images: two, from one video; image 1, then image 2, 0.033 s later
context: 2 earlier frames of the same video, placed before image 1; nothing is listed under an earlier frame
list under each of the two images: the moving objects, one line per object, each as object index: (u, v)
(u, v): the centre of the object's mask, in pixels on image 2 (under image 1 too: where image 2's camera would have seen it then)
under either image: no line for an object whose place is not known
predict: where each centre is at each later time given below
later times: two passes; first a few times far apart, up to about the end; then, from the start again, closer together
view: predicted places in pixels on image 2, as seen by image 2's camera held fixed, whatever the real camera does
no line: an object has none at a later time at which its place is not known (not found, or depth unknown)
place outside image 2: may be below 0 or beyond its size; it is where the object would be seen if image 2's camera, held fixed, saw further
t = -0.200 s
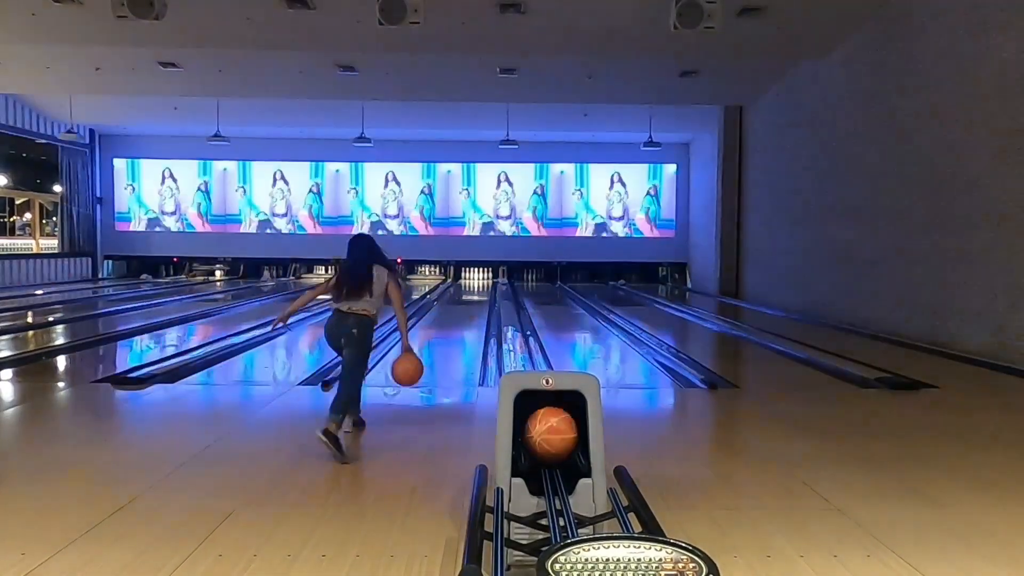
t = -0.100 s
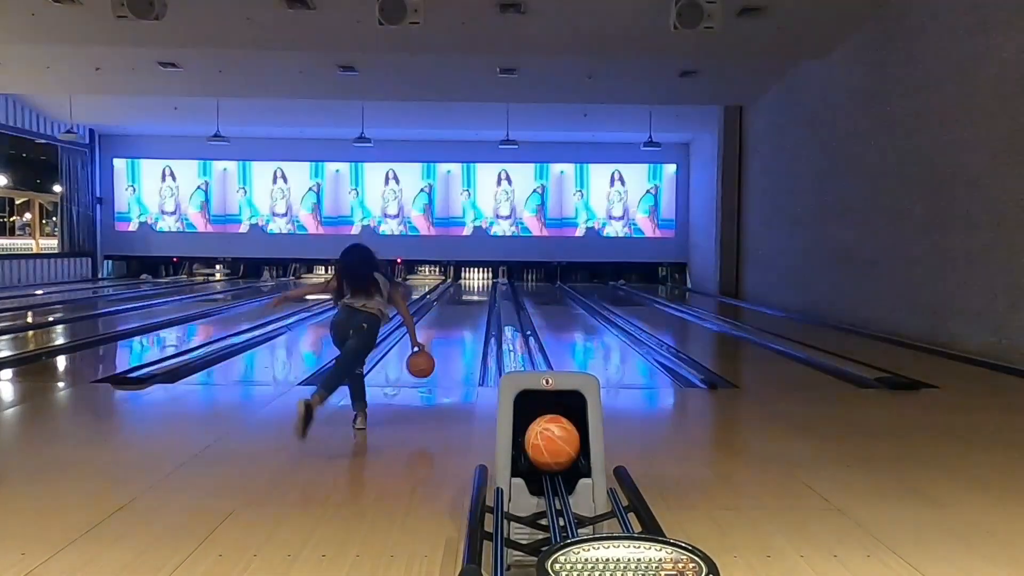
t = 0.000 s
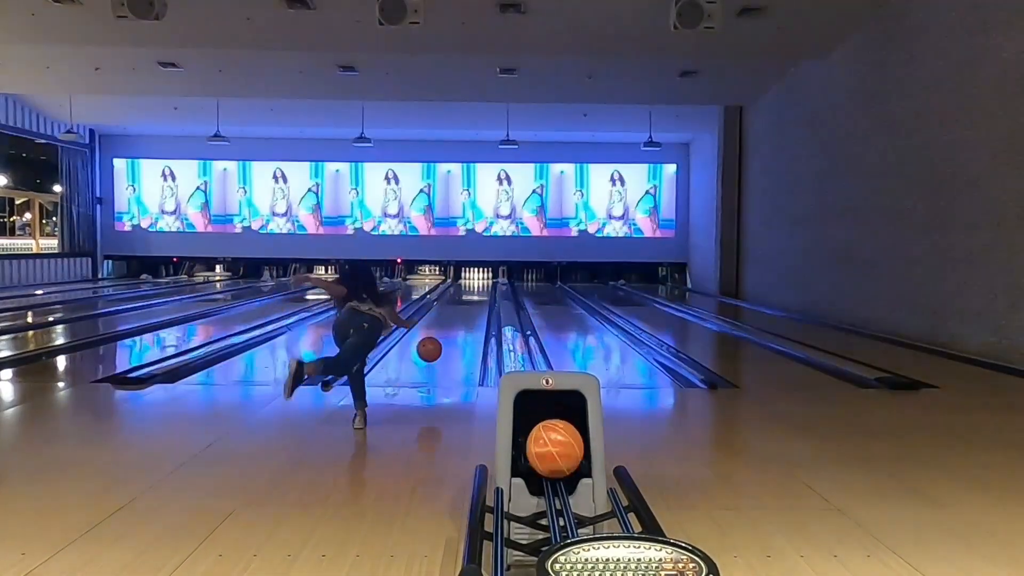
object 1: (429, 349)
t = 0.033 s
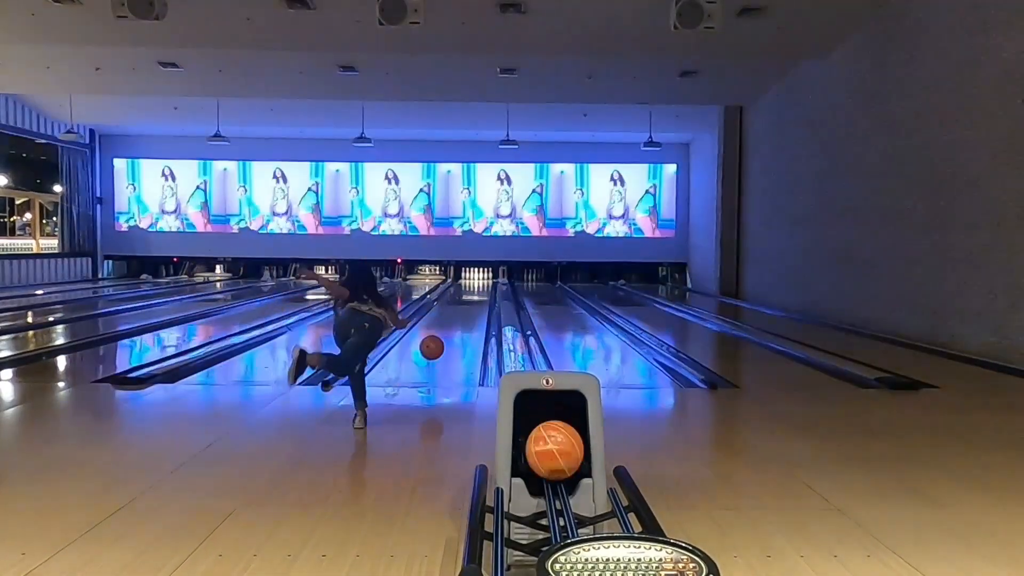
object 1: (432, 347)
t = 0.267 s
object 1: (444, 350)
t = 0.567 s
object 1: (455, 328)
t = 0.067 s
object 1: (434, 347)
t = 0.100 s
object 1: (436, 347)
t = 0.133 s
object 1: (438, 349)
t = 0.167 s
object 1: (439, 350)
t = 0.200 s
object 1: (442, 355)
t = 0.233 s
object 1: (443, 351)
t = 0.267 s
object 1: (444, 350)
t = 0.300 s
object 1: (446, 346)
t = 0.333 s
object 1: (447, 343)
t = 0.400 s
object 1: (450, 338)
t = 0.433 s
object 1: (451, 337)
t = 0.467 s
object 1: (452, 335)
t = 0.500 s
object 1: (453, 331)
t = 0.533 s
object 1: (454, 330)
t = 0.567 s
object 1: (455, 328)
